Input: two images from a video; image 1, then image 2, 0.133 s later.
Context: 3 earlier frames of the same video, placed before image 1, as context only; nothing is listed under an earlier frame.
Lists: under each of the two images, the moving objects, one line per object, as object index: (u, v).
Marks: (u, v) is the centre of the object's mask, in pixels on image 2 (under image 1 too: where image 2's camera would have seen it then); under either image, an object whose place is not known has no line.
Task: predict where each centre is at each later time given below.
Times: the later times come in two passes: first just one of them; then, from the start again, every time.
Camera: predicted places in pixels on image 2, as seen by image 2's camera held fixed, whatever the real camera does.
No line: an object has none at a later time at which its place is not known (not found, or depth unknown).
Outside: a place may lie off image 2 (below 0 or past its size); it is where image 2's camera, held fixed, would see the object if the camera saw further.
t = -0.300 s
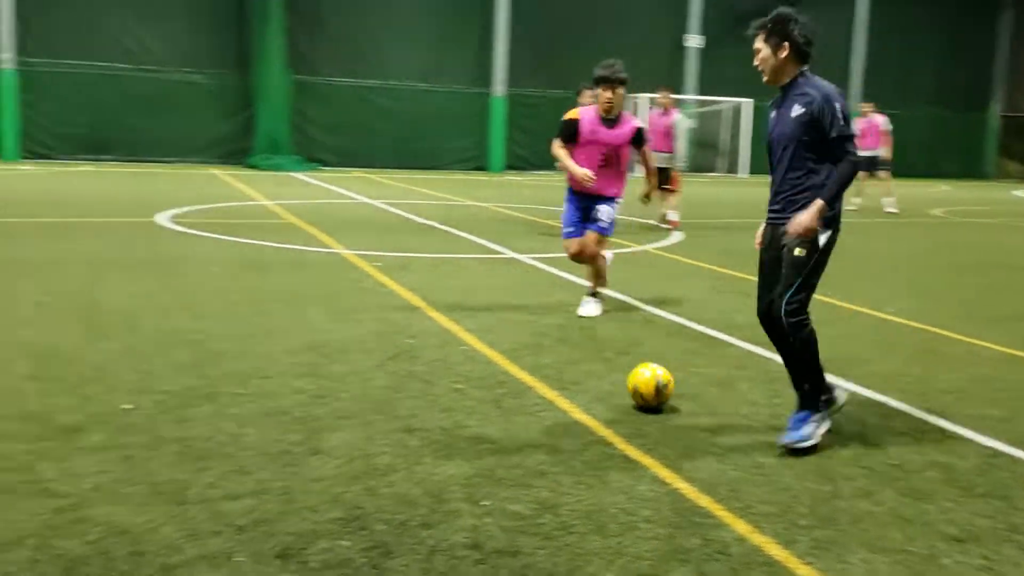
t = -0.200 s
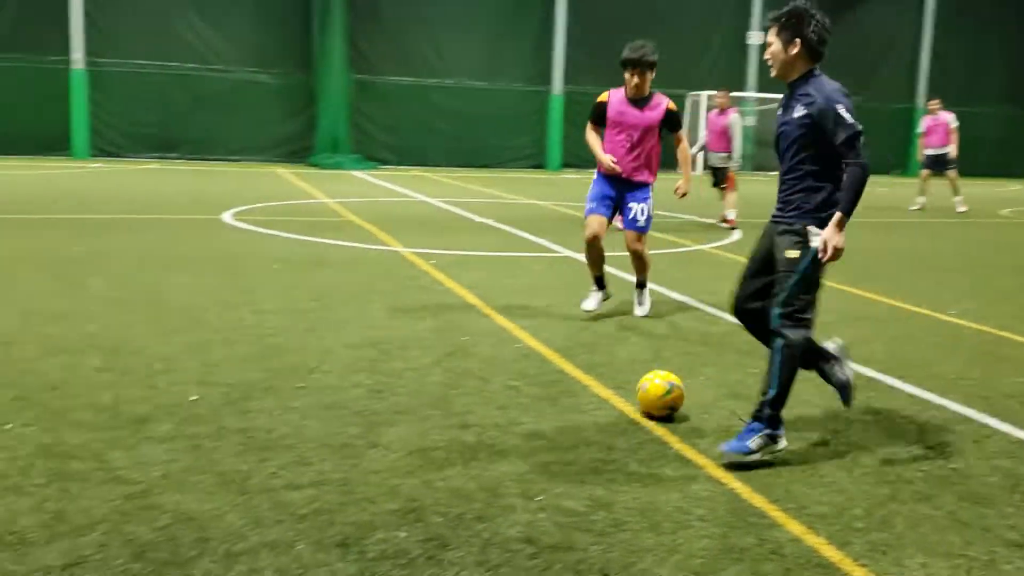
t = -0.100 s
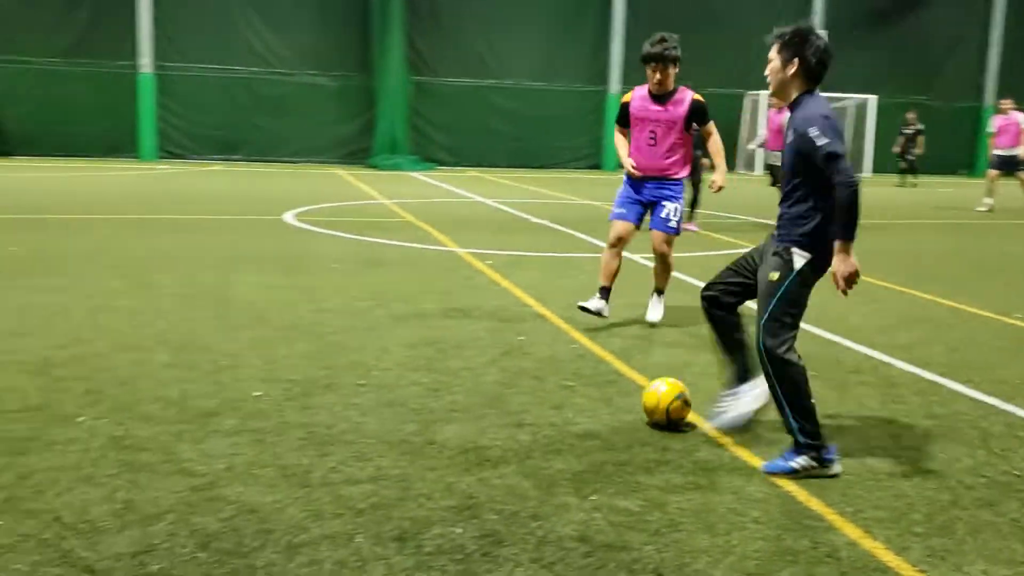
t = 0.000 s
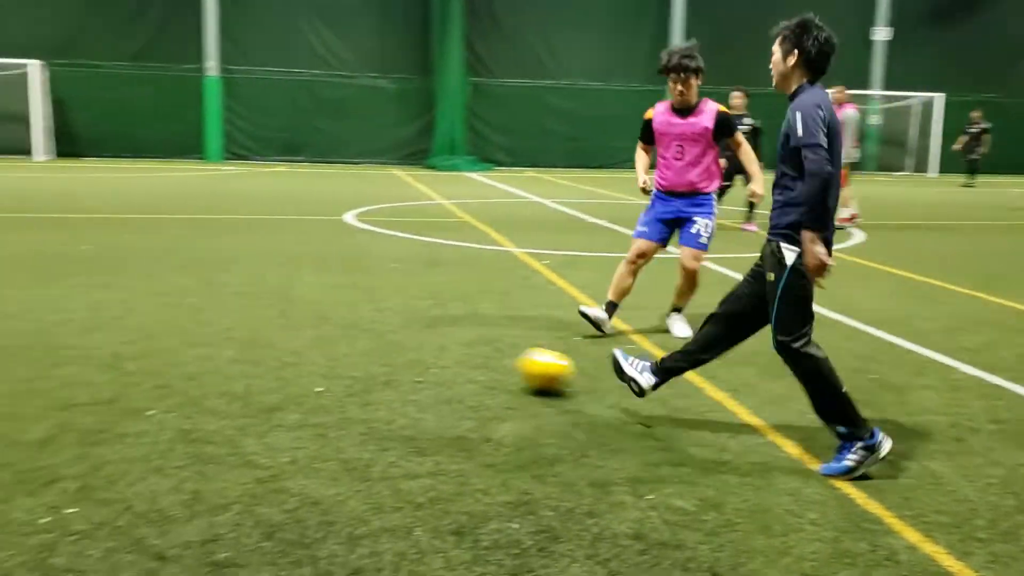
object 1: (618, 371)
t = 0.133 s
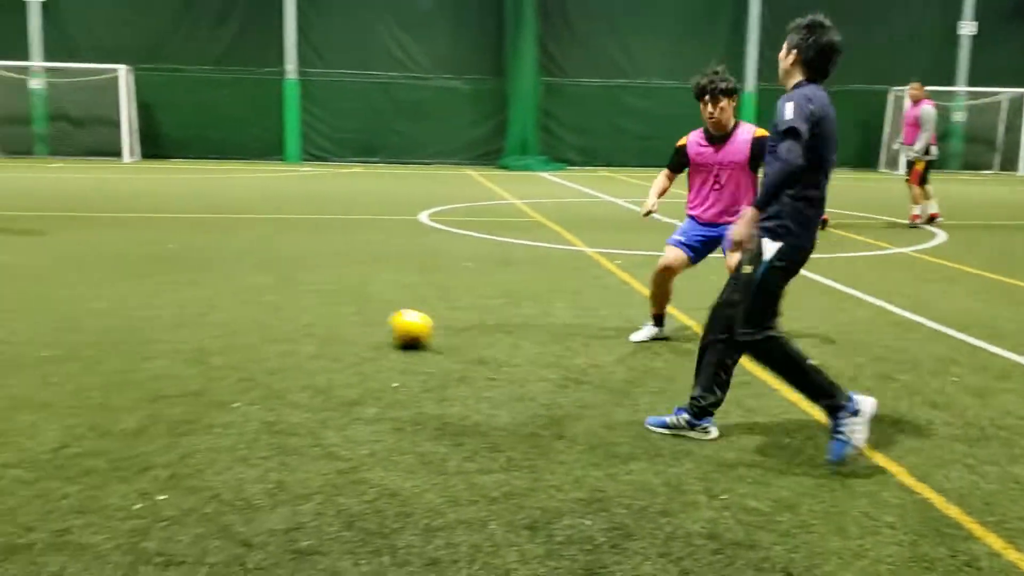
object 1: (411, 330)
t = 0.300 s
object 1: (239, 296)
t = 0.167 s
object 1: (370, 321)
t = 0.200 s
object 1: (334, 315)
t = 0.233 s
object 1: (300, 308)
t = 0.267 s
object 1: (268, 302)
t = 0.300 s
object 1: (239, 296)
